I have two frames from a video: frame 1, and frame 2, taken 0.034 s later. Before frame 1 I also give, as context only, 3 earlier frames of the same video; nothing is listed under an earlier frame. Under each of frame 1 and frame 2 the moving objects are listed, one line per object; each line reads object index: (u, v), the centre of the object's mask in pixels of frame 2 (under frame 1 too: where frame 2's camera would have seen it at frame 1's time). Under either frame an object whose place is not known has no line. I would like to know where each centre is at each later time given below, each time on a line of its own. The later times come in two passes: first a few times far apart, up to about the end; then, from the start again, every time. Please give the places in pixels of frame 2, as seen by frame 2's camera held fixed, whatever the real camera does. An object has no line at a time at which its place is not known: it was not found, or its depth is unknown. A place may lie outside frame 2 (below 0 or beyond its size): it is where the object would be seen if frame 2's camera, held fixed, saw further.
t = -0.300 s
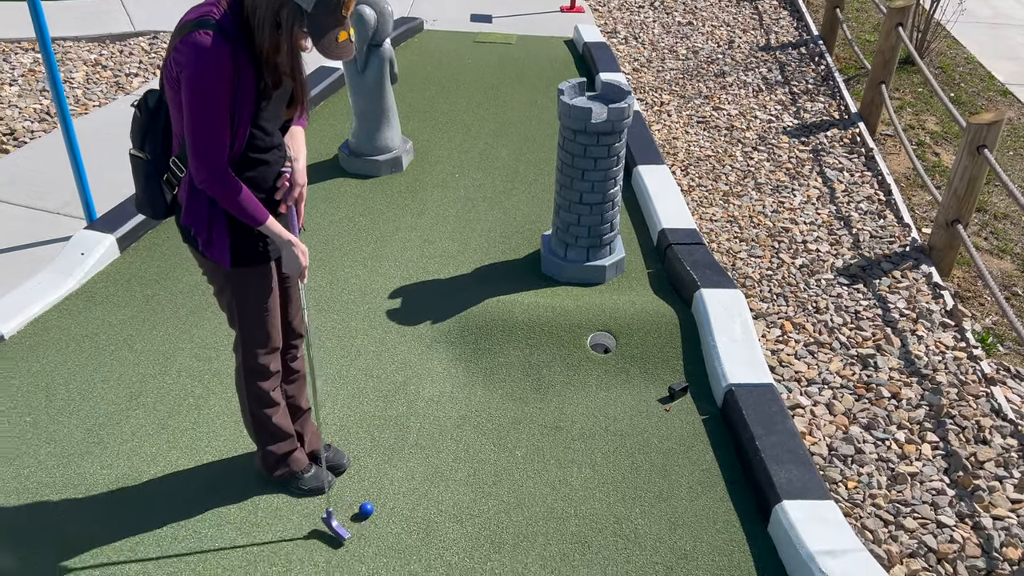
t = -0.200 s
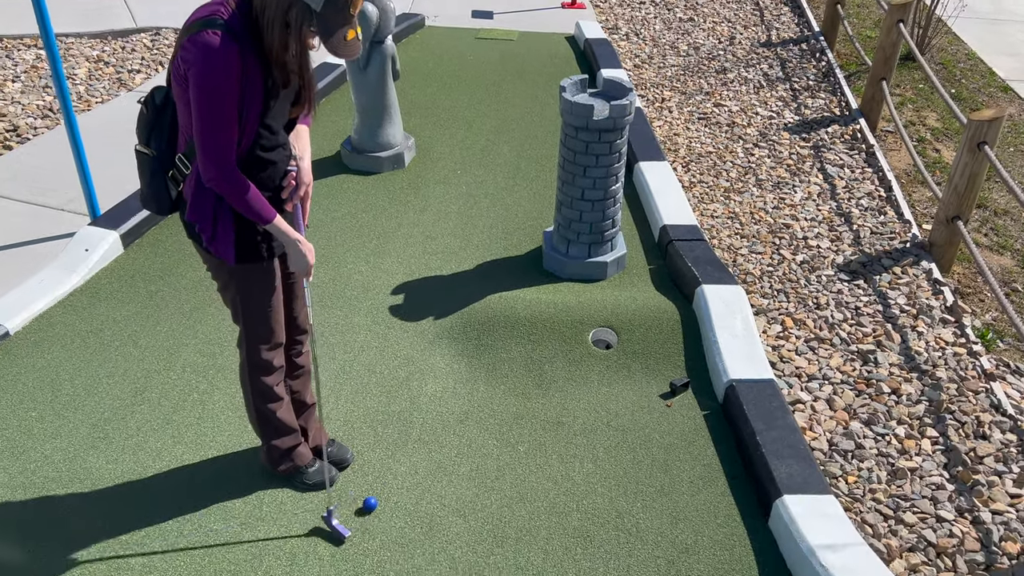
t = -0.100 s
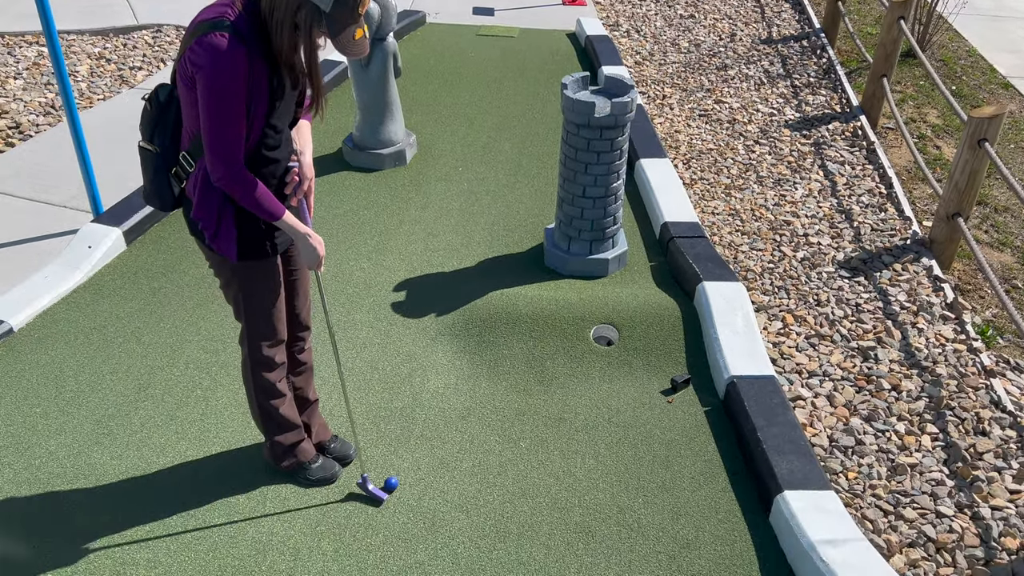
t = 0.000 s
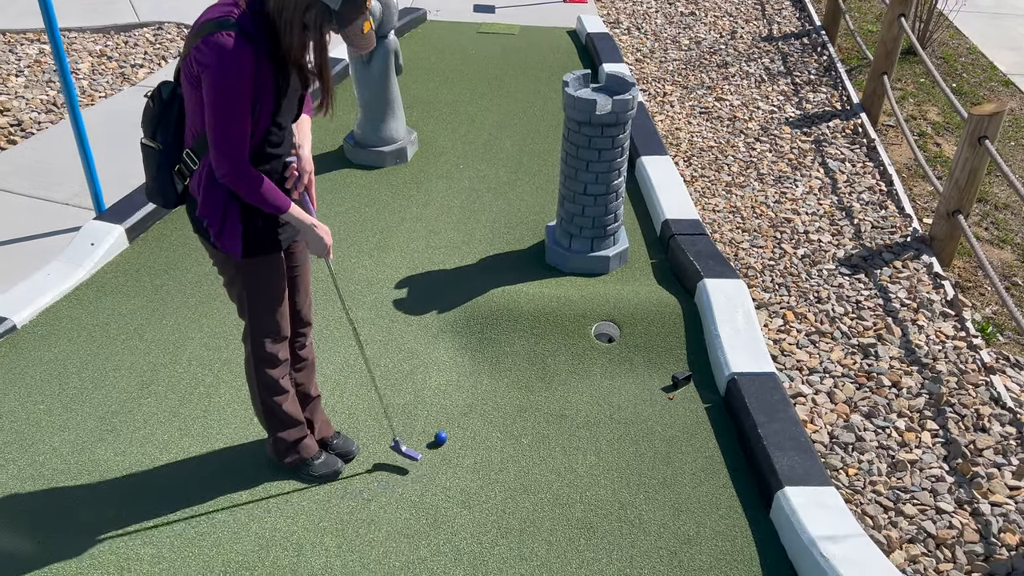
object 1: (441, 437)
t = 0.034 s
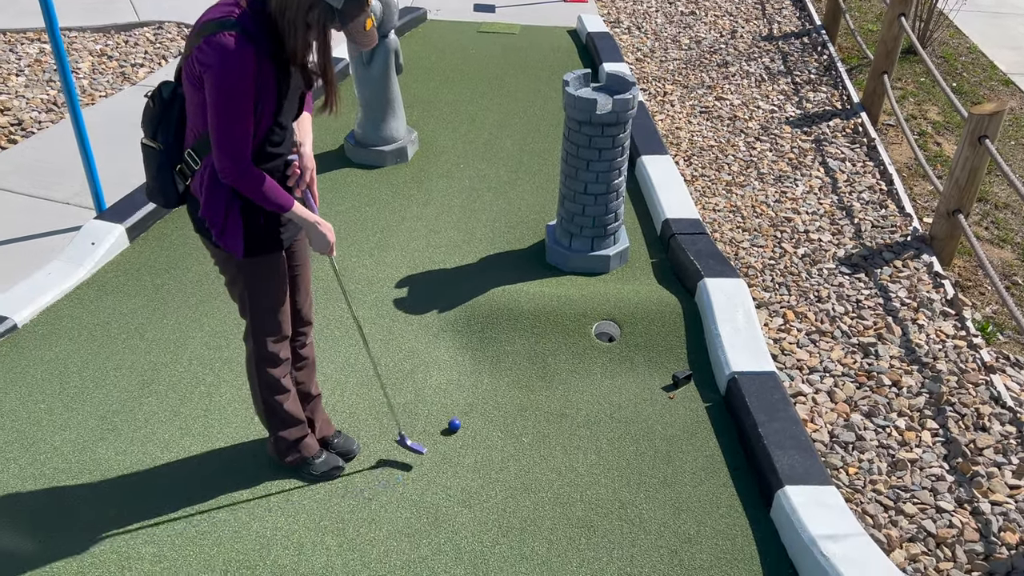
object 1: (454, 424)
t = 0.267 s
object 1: (523, 357)
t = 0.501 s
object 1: (574, 301)
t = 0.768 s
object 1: (619, 278)
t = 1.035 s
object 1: (654, 241)
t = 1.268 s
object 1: (632, 217)
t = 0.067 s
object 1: (466, 414)
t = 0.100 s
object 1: (477, 404)
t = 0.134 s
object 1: (487, 394)
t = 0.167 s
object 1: (497, 386)
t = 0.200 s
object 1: (506, 376)
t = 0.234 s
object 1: (515, 367)
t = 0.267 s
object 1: (523, 357)
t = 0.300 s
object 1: (531, 347)
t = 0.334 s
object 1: (539, 338)
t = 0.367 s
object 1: (547, 329)
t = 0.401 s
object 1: (554, 320)
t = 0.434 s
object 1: (561, 313)
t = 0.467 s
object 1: (568, 307)
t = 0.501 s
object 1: (574, 301)
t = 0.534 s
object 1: (581, 296)
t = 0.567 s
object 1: (587, 293)
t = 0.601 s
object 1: (593, 290)
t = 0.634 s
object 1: (598, 287)
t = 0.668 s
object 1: (604, 285)
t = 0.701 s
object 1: (609, 283)
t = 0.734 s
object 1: (614, 281)
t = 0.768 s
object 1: (619, 278)
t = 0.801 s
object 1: (623, 275)
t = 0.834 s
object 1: (628, 271)
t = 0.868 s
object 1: (632, 266)
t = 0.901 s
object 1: (637, 261)
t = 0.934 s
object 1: (641, 256)
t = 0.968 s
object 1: (645, 251)
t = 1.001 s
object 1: (649, 246)
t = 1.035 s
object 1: (654, 241)
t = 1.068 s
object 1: (655, 237)
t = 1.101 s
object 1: (650, 233)
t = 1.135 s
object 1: (645, 230)
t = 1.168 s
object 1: (641, 226)
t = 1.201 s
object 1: (638, 223)
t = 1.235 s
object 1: (635, 220)
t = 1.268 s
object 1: (632, 217)
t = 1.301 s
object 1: (630, 214)
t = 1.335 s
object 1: (627, 211)
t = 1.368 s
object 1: (626, 207)
